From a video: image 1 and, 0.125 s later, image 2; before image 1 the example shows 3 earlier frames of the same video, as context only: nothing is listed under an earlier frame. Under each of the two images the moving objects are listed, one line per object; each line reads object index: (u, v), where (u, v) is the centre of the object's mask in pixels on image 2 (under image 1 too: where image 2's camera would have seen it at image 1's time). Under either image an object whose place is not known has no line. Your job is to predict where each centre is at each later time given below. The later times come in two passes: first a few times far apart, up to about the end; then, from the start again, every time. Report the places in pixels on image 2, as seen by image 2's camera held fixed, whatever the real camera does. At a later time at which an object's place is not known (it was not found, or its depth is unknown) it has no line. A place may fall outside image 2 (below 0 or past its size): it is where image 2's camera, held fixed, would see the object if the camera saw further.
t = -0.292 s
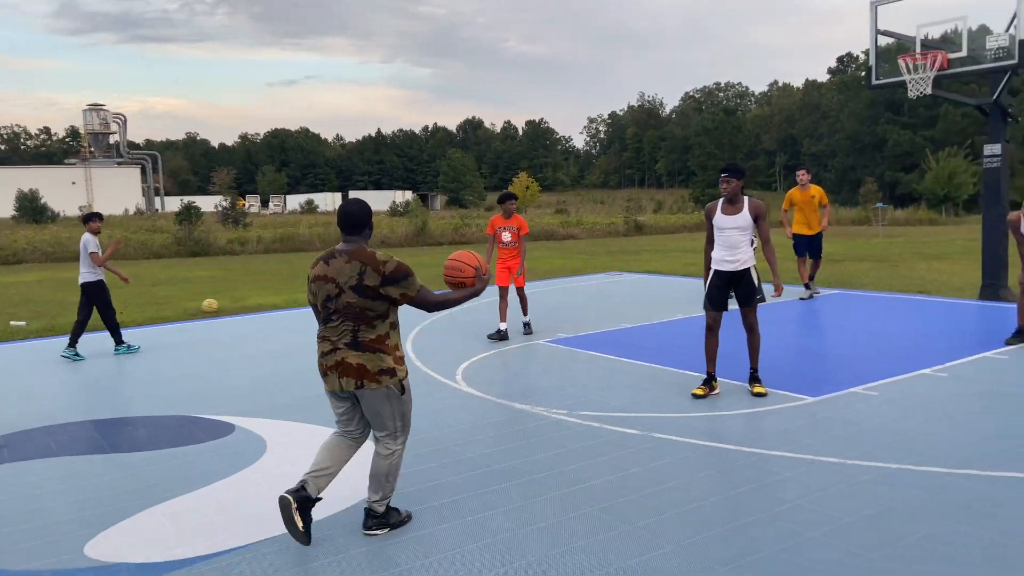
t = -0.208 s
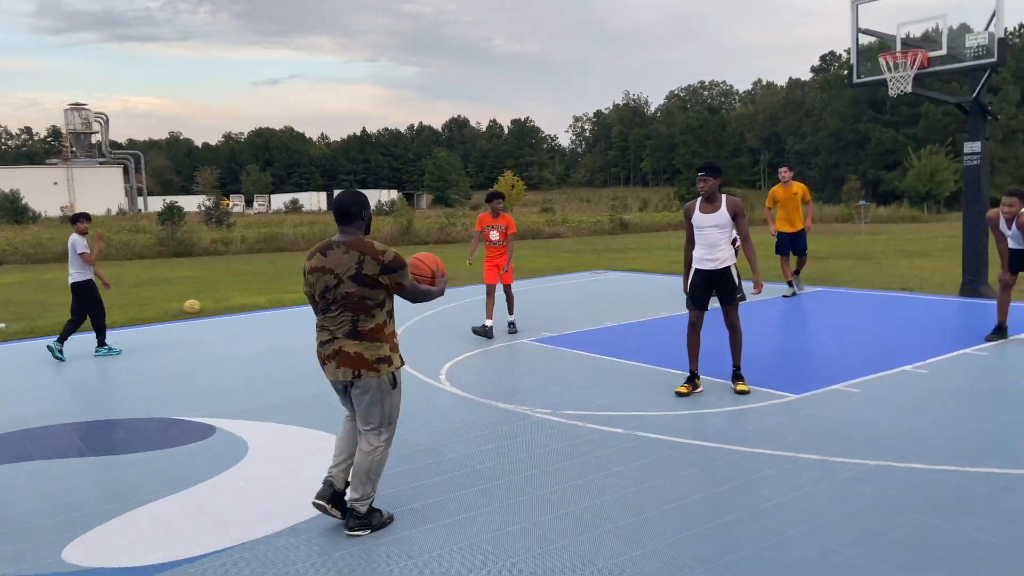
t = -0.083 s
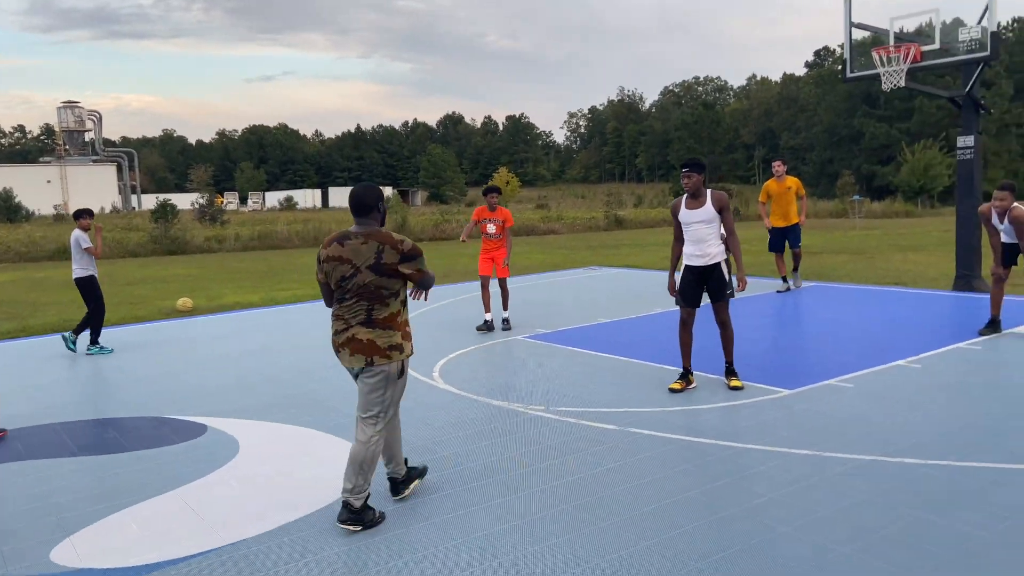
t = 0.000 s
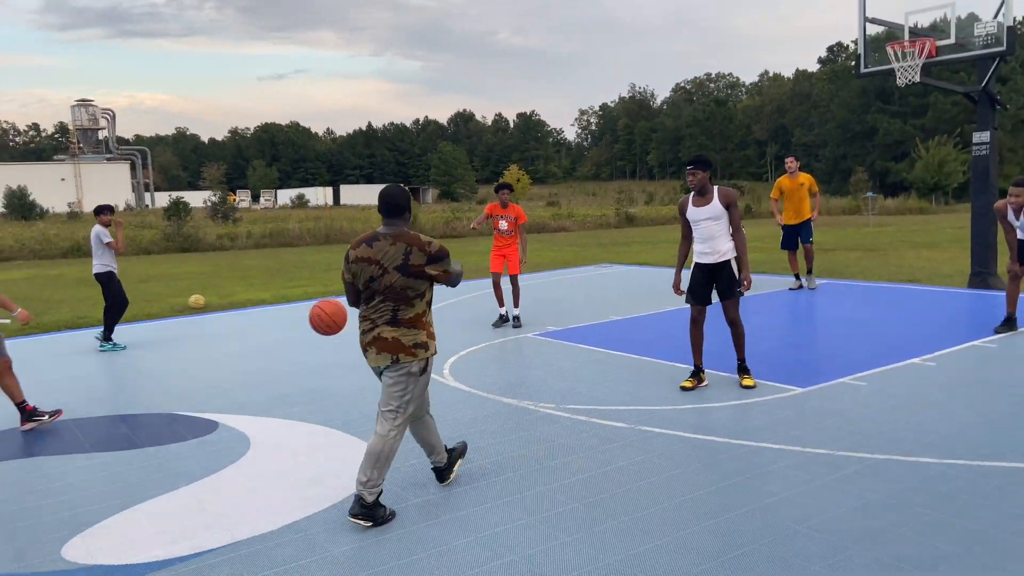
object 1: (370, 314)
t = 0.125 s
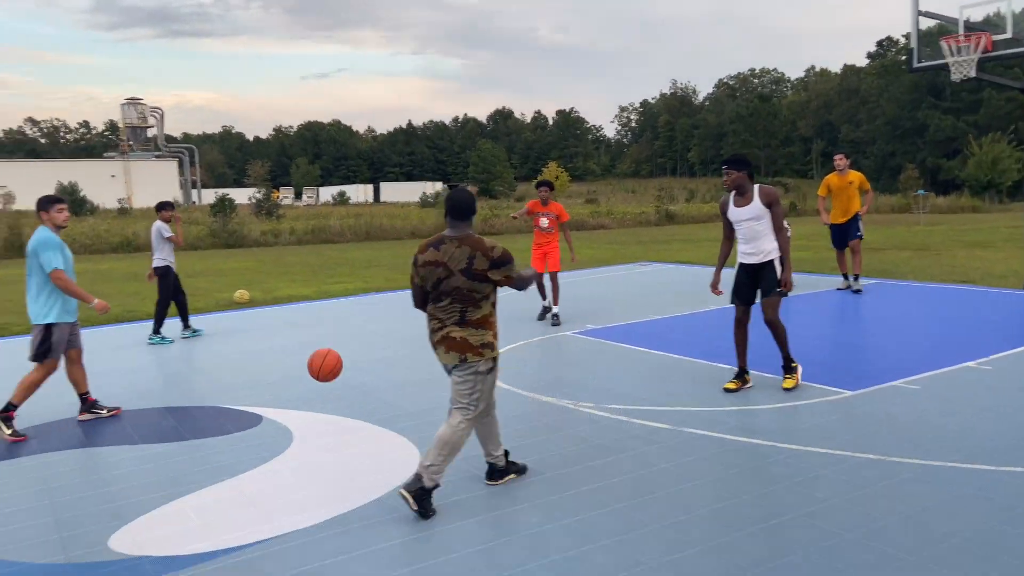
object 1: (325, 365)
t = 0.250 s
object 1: (292, 397)
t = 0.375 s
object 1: (270, 346)
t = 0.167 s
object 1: (312, 385)
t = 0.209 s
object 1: (300, 406)
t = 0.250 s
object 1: (292, 397)
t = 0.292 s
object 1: (284, 377)
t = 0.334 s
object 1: (277, 360)
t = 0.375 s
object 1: (270, 346)
